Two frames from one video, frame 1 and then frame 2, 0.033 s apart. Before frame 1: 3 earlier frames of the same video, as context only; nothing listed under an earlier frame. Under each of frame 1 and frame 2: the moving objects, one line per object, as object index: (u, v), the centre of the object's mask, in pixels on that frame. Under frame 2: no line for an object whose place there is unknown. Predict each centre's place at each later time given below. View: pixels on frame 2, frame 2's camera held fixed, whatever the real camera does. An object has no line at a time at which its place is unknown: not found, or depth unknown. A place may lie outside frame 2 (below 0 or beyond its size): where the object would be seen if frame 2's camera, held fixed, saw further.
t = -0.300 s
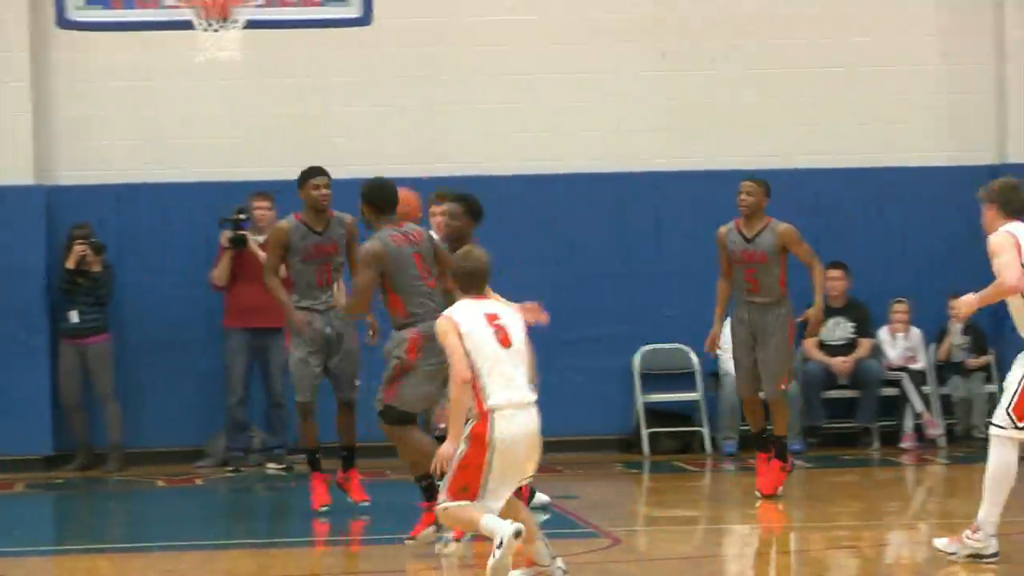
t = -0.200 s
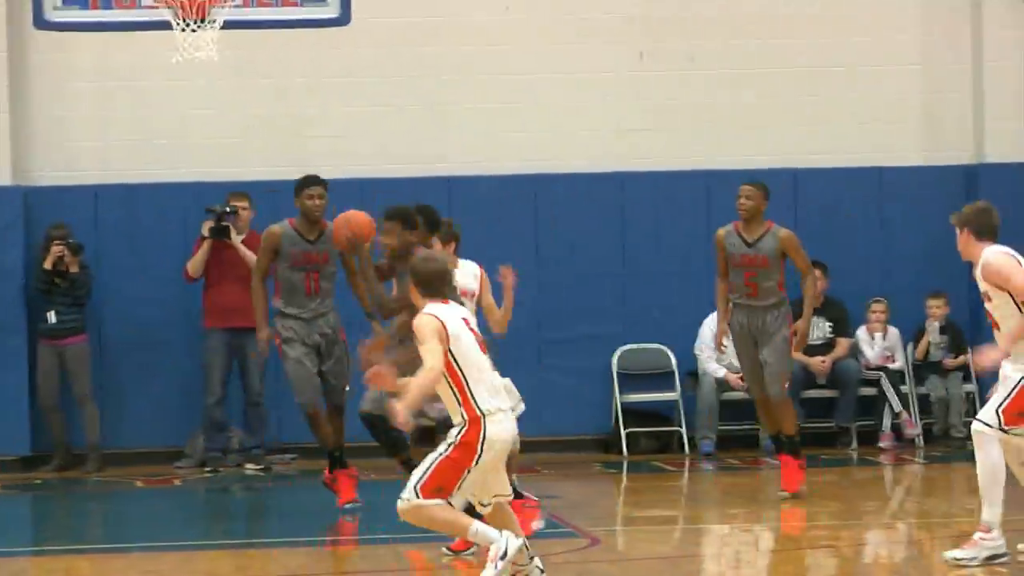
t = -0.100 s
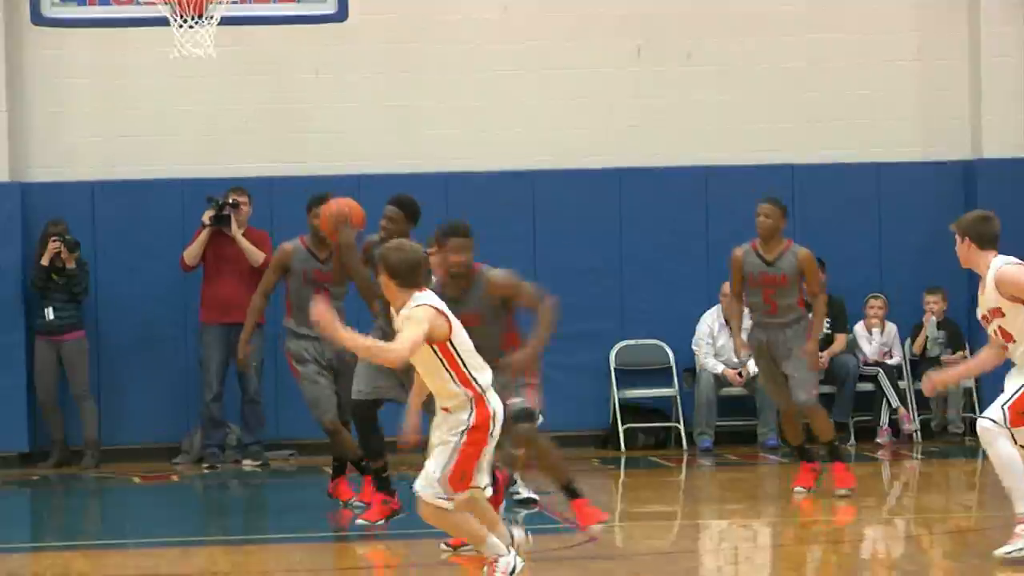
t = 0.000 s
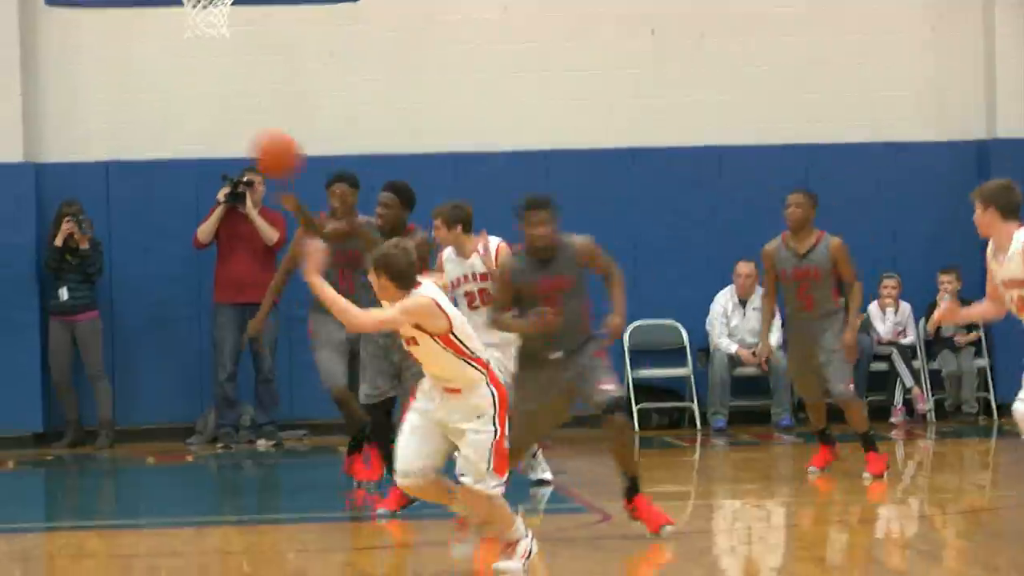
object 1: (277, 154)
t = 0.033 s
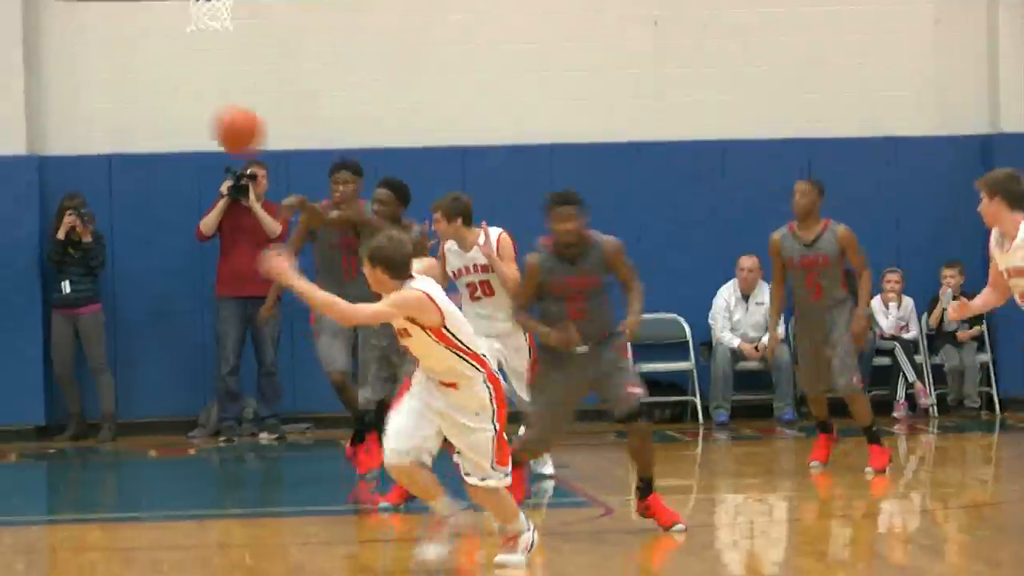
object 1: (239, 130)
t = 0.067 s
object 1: (197, 117)
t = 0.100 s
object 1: (154, 104)
